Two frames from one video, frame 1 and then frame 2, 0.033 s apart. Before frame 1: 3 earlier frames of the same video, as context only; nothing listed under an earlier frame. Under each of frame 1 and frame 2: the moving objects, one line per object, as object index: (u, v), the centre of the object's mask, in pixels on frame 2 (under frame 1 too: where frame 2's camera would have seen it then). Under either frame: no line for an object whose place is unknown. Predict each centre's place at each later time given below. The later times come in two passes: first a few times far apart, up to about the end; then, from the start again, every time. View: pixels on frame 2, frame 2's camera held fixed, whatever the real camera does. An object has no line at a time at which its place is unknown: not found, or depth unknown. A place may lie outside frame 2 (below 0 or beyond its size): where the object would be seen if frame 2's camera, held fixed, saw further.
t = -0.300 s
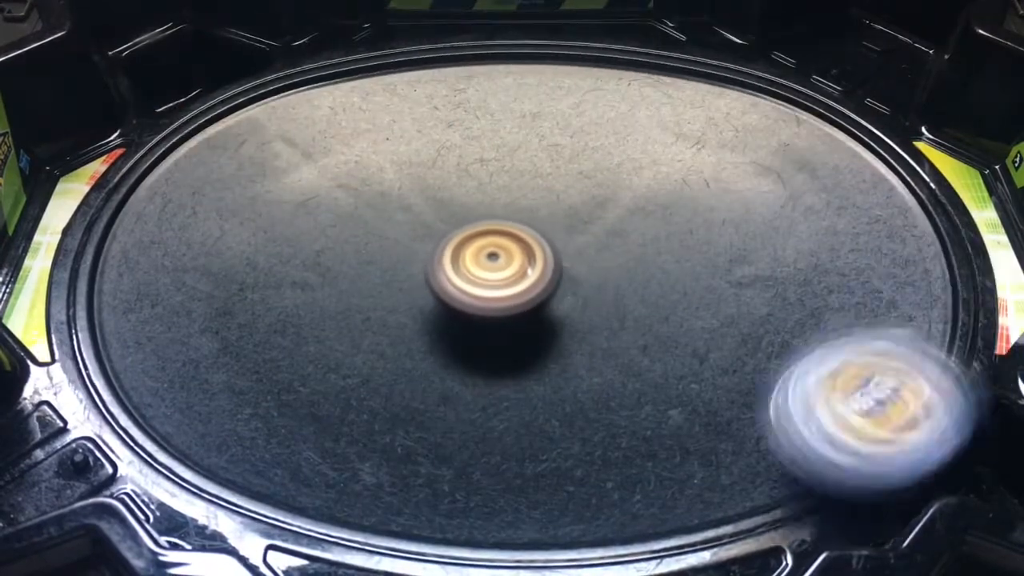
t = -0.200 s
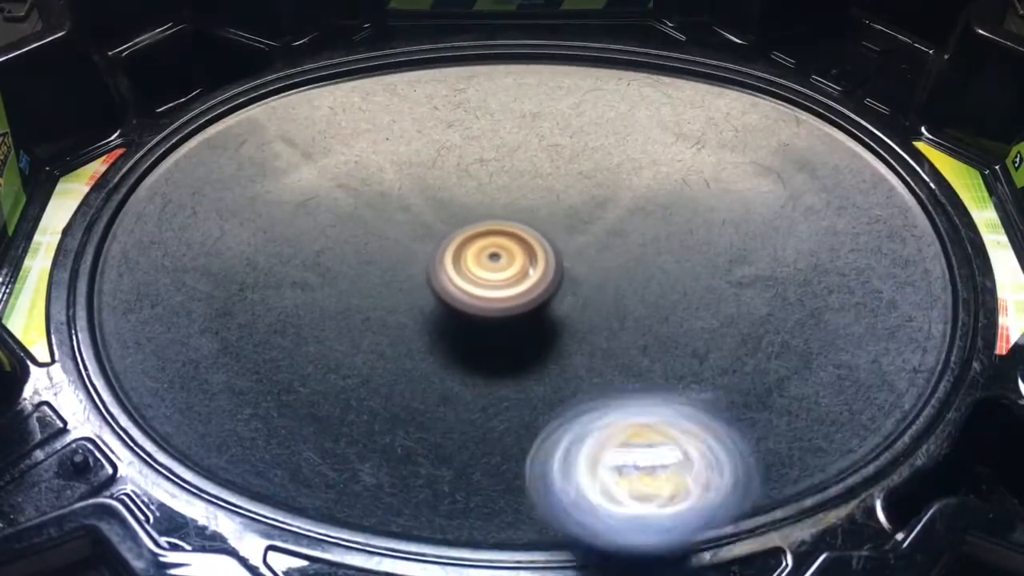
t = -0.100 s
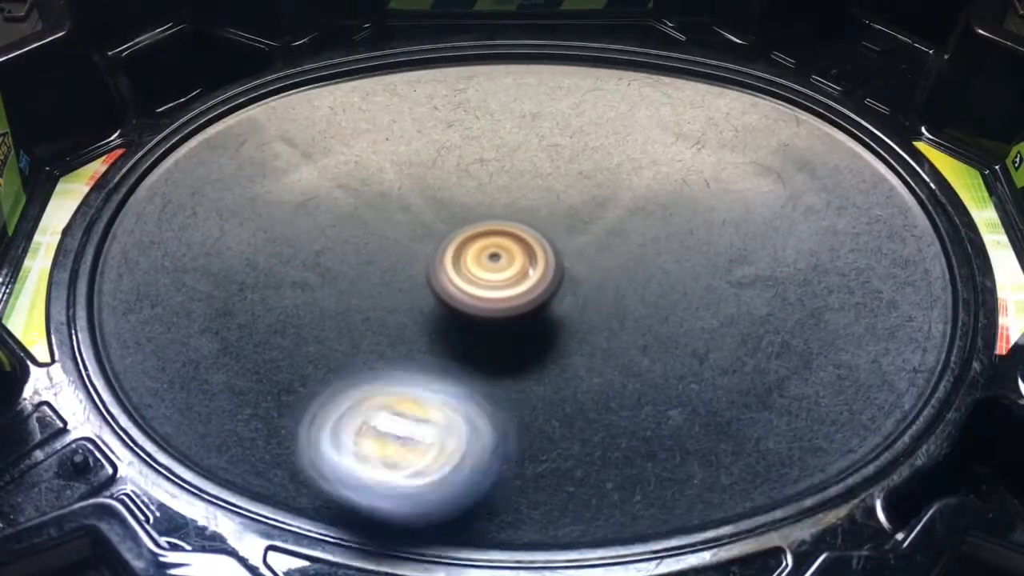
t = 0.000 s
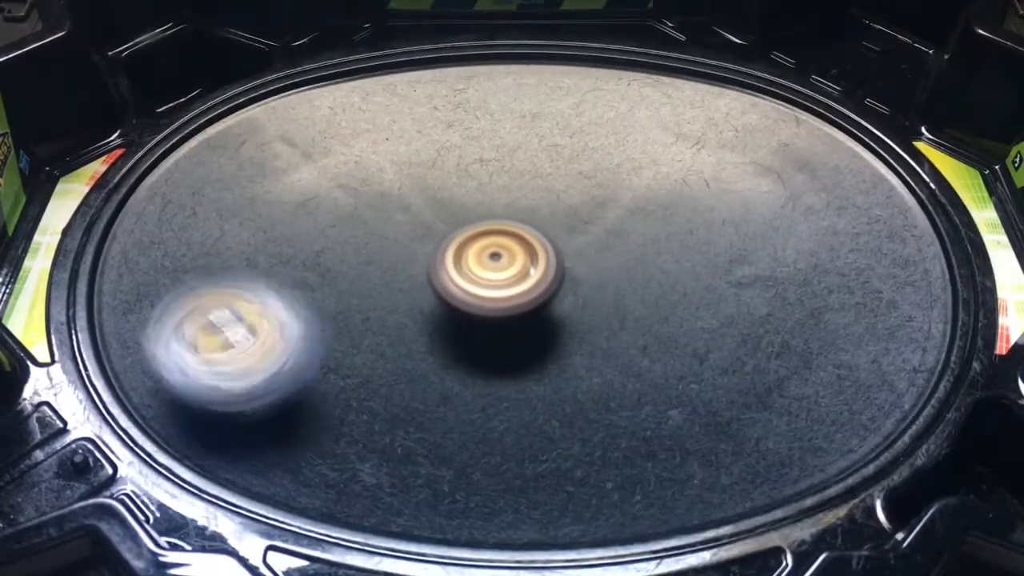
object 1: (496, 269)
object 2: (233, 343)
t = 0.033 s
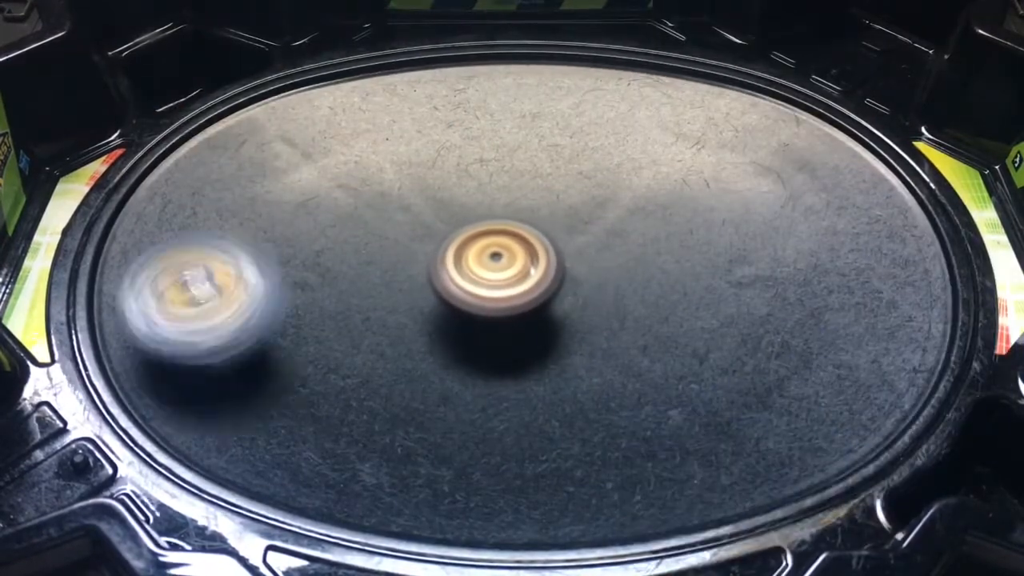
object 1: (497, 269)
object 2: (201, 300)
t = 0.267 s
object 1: (499, 269)
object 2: (284, 51)
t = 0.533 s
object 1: (501, 270)
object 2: (702, 85)
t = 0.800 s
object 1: (500, 274)
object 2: (851, 380)
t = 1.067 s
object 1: (500, 280)
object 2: (356, 454)
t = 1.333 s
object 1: (516, 284)
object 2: (145, 166)
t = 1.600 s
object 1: (528, 282)
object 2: (470, 40)
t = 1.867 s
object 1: (531, 280)
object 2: (829, 203)
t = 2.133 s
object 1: (532, 279)
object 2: (700, 464)
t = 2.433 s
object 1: (532, 279)
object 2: (229, 300)
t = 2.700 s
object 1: (531, 280)
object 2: (393, 68)
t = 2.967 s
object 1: (531, 280)
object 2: (737, 88)
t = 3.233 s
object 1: (530, 281)
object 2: (884, 346)
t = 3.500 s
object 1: (530, 282)
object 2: (462, 456)
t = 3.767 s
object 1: (530, 282)
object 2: (197, 222)
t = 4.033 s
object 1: (531, 280)
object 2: (391, 39)
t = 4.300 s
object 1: (530, 279)
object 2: (715, 124)
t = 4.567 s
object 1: (529, 278)
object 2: (773, 390)
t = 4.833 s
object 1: (529, 278)
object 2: (377, 453)
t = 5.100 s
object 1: (528, 279)
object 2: (219, 213)
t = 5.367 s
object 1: (527, 279)
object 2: (480, 72)
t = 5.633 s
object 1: (527, 279)
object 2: (780, 155)
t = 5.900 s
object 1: (525, 278)
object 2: (787, 395)
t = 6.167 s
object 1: (523, 278)
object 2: (384, 398)
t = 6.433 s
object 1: (520, 280)
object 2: (267, 169)
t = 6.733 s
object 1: (520, 280)
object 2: (530, 62)
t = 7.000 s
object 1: (519, 279)
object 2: (762, 230)
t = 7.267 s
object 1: (518, 280)
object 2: (610, 434)
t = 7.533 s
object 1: (518, 280)
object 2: (277, 349)
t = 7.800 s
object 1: (518, 280)
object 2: (346, 140)
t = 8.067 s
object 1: (518, 279)
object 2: (621, 110)
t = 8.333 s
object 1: (516, 279)
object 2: (803, 272)
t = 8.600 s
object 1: (516, 278)
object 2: (557, 412)
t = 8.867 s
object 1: (514, 278)
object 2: (295, 268)
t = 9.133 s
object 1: (511, 278)
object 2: (400, 100)
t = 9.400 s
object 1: (510, 277)
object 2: (653, 148)
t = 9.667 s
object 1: (510, 277)
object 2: (708, 348)
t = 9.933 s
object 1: (510, 277)
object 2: (429, 408)
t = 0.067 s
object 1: (497, 269)
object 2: (183, 257)
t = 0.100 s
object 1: (498, 269)
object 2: (175, 215)
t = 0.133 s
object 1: (497, 269)
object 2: (180, 175)
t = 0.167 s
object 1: (498, 269)
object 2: (193, 134)
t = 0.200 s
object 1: (498, 269)
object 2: (214, 98)
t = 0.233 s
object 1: (498, 269)
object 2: (242, 66)
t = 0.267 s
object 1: (499, 269)
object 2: (284, 51)
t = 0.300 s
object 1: (498, 269)
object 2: (335, 49)
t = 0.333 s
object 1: (498, 269)
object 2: (389, 49)
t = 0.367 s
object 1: (499, 269)
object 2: (440, 51)
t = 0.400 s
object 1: (499, 269)
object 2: (492, 53)
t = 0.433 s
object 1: (499, 269)
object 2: (545, 55)
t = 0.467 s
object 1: (500, 269)
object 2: (597, 60)
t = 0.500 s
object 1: (500, 270)
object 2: (651, 69)
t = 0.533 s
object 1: (501, 270)
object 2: (702, 85)
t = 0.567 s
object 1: (500, 271)
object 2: (750, 108)
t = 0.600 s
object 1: (500, 271)
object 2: (795, 140)
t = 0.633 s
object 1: (500, 271)
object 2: (827, 172)
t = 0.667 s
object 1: (500, 271)
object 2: (858, 208)
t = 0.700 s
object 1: (500, 272)
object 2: (875, 248)
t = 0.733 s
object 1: (500, 272)
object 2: (882, 293)
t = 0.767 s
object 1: (500, 273)
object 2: (872, 339)
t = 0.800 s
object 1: (500, 274)
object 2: (851, 380)
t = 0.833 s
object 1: (500, 274)
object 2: (813, 419)
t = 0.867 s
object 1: (499, 275)
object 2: (764, 450)
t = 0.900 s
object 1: (500, 276)
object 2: (703, 475)
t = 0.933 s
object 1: (500, 277)
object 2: (637, 487)
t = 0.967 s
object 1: (500, 278)
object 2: (564, 489)
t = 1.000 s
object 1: (500, 278)
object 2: (493, 484)
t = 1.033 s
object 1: (500, 279)
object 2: (421, 470)
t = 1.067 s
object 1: (500, 280)
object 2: (356, 454)
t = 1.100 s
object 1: (502, 281)
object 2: (294, 428)
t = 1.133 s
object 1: (503, 282)
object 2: (240, 398)
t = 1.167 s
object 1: (504, 283)
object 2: (198, 361)
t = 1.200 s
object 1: (506, 283)
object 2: (162, 325)
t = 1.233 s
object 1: (508, 284)
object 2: (142, 284)
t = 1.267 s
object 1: (511, 284)
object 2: (135, 243)
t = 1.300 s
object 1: (513, 284)
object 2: (135, 205)
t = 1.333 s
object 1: (516, 284)
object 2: (145, 166)
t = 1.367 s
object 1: (518, 284)
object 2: (165, 129)
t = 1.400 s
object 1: (520, 284)
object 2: (191, 99)
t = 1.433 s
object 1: (522, 284)
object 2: (227, 73)
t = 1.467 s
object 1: (523, 283)
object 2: (268, 54)
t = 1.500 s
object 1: (525, 283)
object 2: (316, 43)
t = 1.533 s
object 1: (526, 283)
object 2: (366, 39)
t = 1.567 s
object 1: (527, 282)
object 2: (419, 38)
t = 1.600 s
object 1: (528, 282)
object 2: (470, 40)
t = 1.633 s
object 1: (528, 282)
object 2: (518, 46)
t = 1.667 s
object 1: (529, 281)
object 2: (570, 56)
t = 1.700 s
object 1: (530, 281)
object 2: (619, 71)
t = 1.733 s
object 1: (530, 281)
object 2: (668, 91)
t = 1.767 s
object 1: (531, 280)
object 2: (715, 116)
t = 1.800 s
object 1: (531, 281)
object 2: (759, 142)
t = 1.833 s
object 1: (531, 281)
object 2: (796, 170)
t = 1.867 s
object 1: (531, 280)
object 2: (829, 203)
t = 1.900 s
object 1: (531, 280)
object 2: (855, 239)
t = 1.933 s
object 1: (531, 280)
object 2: (868, 280)
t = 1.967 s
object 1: (531, 280)
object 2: (873, 322)
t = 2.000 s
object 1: (531, 279)
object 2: (869, 365)
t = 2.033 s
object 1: (531, 279)
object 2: (850, 402)
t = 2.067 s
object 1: (531, 280)
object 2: (818, 439)
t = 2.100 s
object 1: (531, 279)
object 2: (764, 458)
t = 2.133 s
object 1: (532, 279)
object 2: (700, 464)
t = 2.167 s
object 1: (532, 280)
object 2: (633, 468)
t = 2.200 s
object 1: (531, 280)
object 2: (563, 467)
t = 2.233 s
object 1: (531, 280)
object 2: (499, 460)
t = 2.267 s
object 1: (530, 280)
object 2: (434, 447)
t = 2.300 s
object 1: (530, 279)
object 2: (377, 430)
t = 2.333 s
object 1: (530, 279)
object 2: (321, 404)
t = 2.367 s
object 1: (530, 279)
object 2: (280, 372)
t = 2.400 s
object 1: (531, 279)
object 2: (250, 336)
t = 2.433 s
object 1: (532, 279)
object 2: (229, 300)
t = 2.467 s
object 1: (531, 279)
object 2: (222, 259)
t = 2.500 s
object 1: (531, 280)
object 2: (224, 224)
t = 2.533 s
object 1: (531, 280)
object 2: (238, 184)
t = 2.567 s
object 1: (531, 280)
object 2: (261, 156)
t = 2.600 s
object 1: (531, 280)
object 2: (289, 131)
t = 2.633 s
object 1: (531, 280)
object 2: (318, 104)
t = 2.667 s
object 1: (531, 280)
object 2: (355, 85)
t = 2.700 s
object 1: (531, 280)
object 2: (393, 68)
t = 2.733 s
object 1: (531, 280)
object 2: (434, 57)
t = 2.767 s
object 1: (531, 280)
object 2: (473, 50)
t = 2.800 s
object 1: (531, 280)
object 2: (518, 48)
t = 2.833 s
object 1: (531, 280)
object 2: (560, 49)
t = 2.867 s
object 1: (531, 280)
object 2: (605, 53)
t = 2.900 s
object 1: (531, 280)
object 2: (651, 59)
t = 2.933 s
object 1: (531, 280)
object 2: (696, 70)
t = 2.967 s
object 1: (531, 280)
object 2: (737, 88)
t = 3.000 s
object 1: (531, 281)
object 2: (781, 108)
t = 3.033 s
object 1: (531, 281)
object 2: (815, 131)
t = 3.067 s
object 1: (531, 281)
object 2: (851, 162)
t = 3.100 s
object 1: (531, 281)
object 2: (875, 194)
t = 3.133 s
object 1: (531, 281)
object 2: (896, 227)
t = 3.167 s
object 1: (530, 281)
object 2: (902, 269)
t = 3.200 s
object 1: (530, 281)
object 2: (899, 306)
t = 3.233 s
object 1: (530, 281)
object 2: (884, 346)
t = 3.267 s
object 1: (530, 281)
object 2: (856, 383)
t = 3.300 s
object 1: (530, 281)
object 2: (819, 415)
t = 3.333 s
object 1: (530, 281)
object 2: (770, 442)
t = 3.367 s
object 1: (530, 281)
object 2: (714, 460)
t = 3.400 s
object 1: (530, 282)
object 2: (652, 471)
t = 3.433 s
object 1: (530, 282)
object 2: (586, 475)
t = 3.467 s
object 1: (530, 282)
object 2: (524, 469)
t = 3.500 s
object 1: (530, 282)
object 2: (462, 456)
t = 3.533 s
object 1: (530, 282)
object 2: (402, 441)
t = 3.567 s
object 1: (530, 282)
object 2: (350, 417)
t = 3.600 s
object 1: (530, 282)
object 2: (304, 391)
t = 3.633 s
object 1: (530, 282)
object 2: (264, 360)
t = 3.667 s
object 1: (530, 282)
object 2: (233, 327)
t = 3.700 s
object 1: (530, 282)
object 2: (214, 293)
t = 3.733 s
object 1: (530, 282)
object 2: (200, 259)
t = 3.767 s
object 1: (530, 282)
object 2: (197, 222)
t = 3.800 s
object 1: (530, 282)
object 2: (206, 189)
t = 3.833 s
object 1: (530, 282)
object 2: (218, 157)
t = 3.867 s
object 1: (530, 282)
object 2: (236, 128)
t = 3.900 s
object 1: (530, 282)
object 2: (258, 101)
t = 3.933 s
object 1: (530, 281)
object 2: (288, 78)
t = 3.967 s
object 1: (530, 281)
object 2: (319, 59)
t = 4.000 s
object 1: (530, 281)
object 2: (353, 45)
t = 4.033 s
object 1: (531, 280)
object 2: (391, 39)
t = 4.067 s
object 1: (531, 280)
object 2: (432, 36)
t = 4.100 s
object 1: (531, 280)
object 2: (475, 36)
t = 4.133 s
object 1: (530, 280)
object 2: (515, 39)
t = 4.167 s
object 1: (530, 279)
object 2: (556, 45)
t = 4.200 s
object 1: (530, 279)
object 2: (599, 58)
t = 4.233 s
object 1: (530, 279)
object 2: (639, 76)
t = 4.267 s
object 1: (530, 279)
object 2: (680, 98)
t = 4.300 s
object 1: (530, 279)
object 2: (715, 124)
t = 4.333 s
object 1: (530, 279)
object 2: (749, 153)
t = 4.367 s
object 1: (530, 279)
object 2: (777, 183)
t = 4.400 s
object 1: (530, 279)
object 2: (799, 216)
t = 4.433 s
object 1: (530, 279)
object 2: (811, 249)
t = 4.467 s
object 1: (530, 279)
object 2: (814, 288)
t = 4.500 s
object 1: (529, 279)
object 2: (810, 322)
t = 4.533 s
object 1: (530, 279)
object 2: (794, 355)
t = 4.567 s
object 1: (529, 278)
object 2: (773, 390)
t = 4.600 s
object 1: (529, 278)
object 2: (738, 418)
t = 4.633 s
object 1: (530, 278)
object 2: (701, 444)
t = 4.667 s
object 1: (529, 278)
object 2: (653, 461)
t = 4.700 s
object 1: (529, 278)
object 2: (599, 473)
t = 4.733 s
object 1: (528, 278)
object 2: (544, 478)
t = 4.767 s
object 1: (528, 278)
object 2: (487, 474)
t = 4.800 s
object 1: (528, 278)
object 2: (428, 464)
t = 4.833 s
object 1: (529, 278)
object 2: (377, 453)
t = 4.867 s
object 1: (528, 279)
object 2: (327, 432)
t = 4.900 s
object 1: (528, 279)
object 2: (284, 407)
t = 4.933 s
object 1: (528, 279)
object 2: (251, 379)
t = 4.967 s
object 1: (527, 279)
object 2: (225, 346)
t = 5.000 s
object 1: (528, 279)
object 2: (209, 310)
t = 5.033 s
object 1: (528, 279)
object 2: (202, 276)
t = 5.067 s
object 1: (529, 279)
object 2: (207, 243)
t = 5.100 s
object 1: (528, 279)
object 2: (219, 213)
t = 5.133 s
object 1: (528, 279)
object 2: (240, 180)
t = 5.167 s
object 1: (528, 278)
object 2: (267, 154)
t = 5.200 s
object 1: (527, 278)
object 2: (293, 134)
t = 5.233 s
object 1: (527, 278)
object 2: (330, 115)
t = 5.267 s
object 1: (528, 278)
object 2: (364, 99)
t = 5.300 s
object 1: (528, 278)
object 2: (401, 85)
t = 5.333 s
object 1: (528, 279)
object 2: (439, 78)
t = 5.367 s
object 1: (527, 279)
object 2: (480, 72)
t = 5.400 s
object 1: (527, 279)
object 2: (518, 71)
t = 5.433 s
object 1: (527, 279)
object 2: (558, 74)
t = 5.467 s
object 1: (527, 278)
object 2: (601, 80)
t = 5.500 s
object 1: (528, 278)
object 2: (640, 88)
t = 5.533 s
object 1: (528, 277)
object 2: (679, 99)
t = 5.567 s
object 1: (528, 278)
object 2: (714, 115)
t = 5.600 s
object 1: (527, 278)
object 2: (752, 133)
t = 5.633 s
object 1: (527, 279)
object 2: (780, 155)
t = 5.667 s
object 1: (526, 279)
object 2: (811, 181)
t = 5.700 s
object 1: (526, 279)
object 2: (834, 207)
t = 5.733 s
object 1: (526, 279)
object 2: (849, 236)
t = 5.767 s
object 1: (526, 278)
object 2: (855, 269)
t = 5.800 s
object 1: (527, 278)
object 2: (851, 304)
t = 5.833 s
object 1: (527, 278)
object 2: (841, 339)
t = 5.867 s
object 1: (526, 278)
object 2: (818, 368)
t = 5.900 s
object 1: (525, 278)
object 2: (787, 395)
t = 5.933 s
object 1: (524, 278)
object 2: (745, 418)
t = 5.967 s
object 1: (524, 279)
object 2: (696, 435)
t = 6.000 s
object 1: (524, 279)
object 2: (646, 444)
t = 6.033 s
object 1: (524, 279)
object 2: (591, 447)
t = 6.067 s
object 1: (524, 279)
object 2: (536, 439)
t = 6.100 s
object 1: (524, 279)
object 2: (482, 430)
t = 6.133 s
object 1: (524, 278)
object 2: (429, 415)
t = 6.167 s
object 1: (523, 278)
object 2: (384, 398)
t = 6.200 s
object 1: (523, 279)
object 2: (344, 375)
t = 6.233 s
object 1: (522, 280)
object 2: (311, 348)
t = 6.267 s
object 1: (522, 280)
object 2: (285, 318)
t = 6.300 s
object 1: (522, 280)
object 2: (267, 288)
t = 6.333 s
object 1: (522, 280)
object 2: (255, 259)
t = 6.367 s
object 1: (522, 279)
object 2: (250, 229)
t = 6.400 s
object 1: (521, 279)
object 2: (257, 198)
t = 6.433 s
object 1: (520, 280)
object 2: (267, 169)
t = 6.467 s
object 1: (520, 280)
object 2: (285, 145)
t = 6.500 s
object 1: (520, 280)
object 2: (306, 122)
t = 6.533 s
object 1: (520, 280)
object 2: (330, 101)
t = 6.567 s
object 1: (520, 280)
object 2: (358, 83)
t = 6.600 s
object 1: (520, 279)
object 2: (388, 70)
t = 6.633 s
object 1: (520, 279)
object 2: (420, 60)
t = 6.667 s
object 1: (520, 280)
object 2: (455, 57)
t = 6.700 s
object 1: (520, 280)
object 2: (491, 58)
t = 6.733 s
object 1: (520, 280)
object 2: (530, 62)
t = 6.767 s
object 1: (520, 281)
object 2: (566, 71)
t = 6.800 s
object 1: (520, 280)
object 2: (602, 84)
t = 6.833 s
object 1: (518, 280)
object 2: (639, 102)
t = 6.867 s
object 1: (518, 280)
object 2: (670, 122)
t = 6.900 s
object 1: (518, 280)
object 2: (698, 148)
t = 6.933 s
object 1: (518, 280)
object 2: (723, 174)
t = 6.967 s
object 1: (519, 280)
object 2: (747, 200)
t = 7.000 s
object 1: (519, 279)
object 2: (762, 230)
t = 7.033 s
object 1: (518, 279)
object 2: (769, 262)
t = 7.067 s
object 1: (518, 280)
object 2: (768, 294)
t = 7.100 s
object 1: (518, 280)
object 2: (759, 323)
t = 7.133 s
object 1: (518, 280)
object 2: (742, 351)
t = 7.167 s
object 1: (518, 280)
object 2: (718, 382)
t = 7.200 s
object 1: (519, 279)
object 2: (687, 403)
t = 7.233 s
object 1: (518, 279)
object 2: (650, 421)
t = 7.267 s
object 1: (518, 280)
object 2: (610, 434)
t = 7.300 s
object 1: (518, 280)
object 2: (564, 442)
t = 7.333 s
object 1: (518, 280)
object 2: (514, 445)
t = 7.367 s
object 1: (519, 279)
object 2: (466, 441)
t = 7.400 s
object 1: (519, 279)
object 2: (420, 432)
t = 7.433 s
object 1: (519, 280)
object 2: (373, 419)
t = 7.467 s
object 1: (518, 280)
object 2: (334, 399)
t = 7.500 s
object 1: (518, 280)
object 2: (302, 376)
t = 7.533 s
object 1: (518, 280)
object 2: (277, 349)
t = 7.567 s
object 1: (519, 279)
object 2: (258, 321)
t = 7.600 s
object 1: (518, 279)
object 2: (250, 290)
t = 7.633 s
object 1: (518, 280)
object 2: (249, 260)
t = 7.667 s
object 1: (517, 280)
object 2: (258, 230)
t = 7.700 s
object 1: (517, 280)
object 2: (273, 204)
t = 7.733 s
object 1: (518, 279)
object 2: (294, 178)
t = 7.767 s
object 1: (518, 279)
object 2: (318, 158)
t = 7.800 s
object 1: (518, 280)
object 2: (346, 140)
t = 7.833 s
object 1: (518, 280)
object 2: (378, 123)
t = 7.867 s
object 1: (517, 280)
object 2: (411, 112)
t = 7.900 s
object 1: (518, 280)
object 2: (445, 103)
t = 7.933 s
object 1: (517, 279)
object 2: (479, 99)
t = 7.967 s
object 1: (517, 279)
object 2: (514, 97)
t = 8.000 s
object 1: (517, 280)
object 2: (550, 99)
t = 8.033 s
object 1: (517, 280)
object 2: (586, 103)
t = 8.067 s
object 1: (518, 279)
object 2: (621, 110)
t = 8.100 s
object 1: (518, 278)
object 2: (655, 120)
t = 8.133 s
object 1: (517, 279)
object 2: (685, 131)
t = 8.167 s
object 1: (517, 279)
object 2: (715, 151)
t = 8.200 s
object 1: (517, 280)
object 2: (744, 170)
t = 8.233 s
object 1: (517, 279)
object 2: (768, 188)
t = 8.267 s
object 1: (517, 278)
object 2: (786, 214)
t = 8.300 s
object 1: (517, 279)
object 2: (799, 243)
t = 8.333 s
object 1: (516, 279)
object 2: (803, 272)
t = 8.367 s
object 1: (516, 279)
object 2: (798, 301)
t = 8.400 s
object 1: (517, 279)
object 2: (782, 330)
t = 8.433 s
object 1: (517, 278)
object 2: (759, 355)
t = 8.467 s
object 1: (516, 278)
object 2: (729, 377)
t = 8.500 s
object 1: (516, 279)
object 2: (693, 395)
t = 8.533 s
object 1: (516, 279)
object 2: (651, 407)
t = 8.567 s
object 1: (517, 278)
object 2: (605, 412)
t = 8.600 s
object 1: (516, 278)
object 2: (557, 412)
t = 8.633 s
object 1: (515, 278)
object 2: (510, 406)
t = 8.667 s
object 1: (515, 279)
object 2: (466, 396)
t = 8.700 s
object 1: (515, 279)
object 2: (423, 381)
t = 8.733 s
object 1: (516, 278)
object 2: (386, 364)
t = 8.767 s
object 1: (515, 278)
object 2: (354, 344)
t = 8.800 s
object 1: (514, 278)
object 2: (328, 320)
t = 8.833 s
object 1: (514, 279)
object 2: (308, 296)
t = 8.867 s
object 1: (514, 278)
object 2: (295, 268)
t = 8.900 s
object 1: (514, 277)
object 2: (288, 243)
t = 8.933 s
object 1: (513, 277)
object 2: (289, 215)
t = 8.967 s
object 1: (513, 278)
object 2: (297, 192)
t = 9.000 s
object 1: (513, 278)
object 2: (309, 168)
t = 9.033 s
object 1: (513, 277)
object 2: (327, 148)
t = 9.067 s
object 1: (512, 277)
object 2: (347, 127)
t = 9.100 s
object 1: (512, 278)
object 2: (373, 112)
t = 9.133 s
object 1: (511, 278)
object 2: (400, 100)
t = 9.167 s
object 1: (512, 278)
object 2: (430, 91)
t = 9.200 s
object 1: (511, 277)
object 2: (462, 87)
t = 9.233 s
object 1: (511, 277)
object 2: (494, 88)
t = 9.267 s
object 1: (511, 278)
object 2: (527, 91)
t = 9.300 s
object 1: (511, 277)
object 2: (563, 99)
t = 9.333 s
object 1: (511, 276)
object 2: (594, 113)
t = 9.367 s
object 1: (510, 277)
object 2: (625, 128)
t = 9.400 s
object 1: (510, 277)
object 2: (653, 148)
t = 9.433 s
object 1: (510, 277)
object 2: (677, 169)
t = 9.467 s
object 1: (511, 276)
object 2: (695, 192)
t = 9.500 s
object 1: (510, 276)
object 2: (712, 218)
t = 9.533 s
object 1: (510, 277)
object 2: (724, 244)
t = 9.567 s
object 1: (510, 277)
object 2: (729, 271)
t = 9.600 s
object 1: (510, 276)
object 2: (729, 296)
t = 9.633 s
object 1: (510, 276)
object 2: (722, 323)
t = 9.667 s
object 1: (510, 277)
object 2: (708, 348)
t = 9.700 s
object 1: (510, 277)
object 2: (686, 371)
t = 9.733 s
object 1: (510, 277)
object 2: (659, 391)
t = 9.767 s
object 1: (511, 276)
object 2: (626, 405)
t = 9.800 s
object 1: (510, 277)
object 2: (590, 414)
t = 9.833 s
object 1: (510, 277)
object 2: (549, 422)
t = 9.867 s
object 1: (511, 277)
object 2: (509, 424)
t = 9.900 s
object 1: (510, 276)
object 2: (468, 418)
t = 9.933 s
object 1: (510, 277)
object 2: (429, 408)
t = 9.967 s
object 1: (510, 278)
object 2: (391, 393)
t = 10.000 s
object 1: (510, 277)
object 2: (359, 377)
